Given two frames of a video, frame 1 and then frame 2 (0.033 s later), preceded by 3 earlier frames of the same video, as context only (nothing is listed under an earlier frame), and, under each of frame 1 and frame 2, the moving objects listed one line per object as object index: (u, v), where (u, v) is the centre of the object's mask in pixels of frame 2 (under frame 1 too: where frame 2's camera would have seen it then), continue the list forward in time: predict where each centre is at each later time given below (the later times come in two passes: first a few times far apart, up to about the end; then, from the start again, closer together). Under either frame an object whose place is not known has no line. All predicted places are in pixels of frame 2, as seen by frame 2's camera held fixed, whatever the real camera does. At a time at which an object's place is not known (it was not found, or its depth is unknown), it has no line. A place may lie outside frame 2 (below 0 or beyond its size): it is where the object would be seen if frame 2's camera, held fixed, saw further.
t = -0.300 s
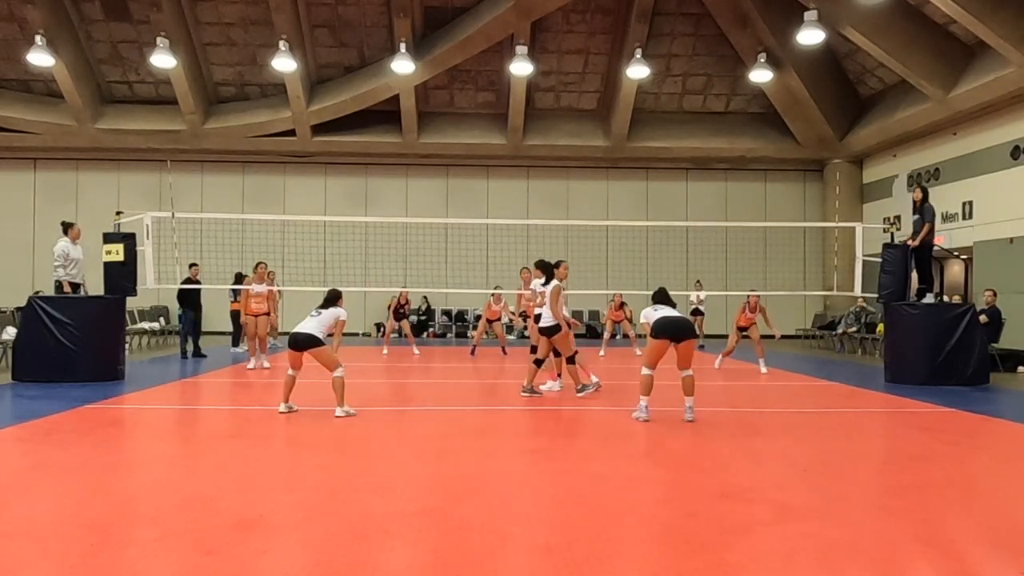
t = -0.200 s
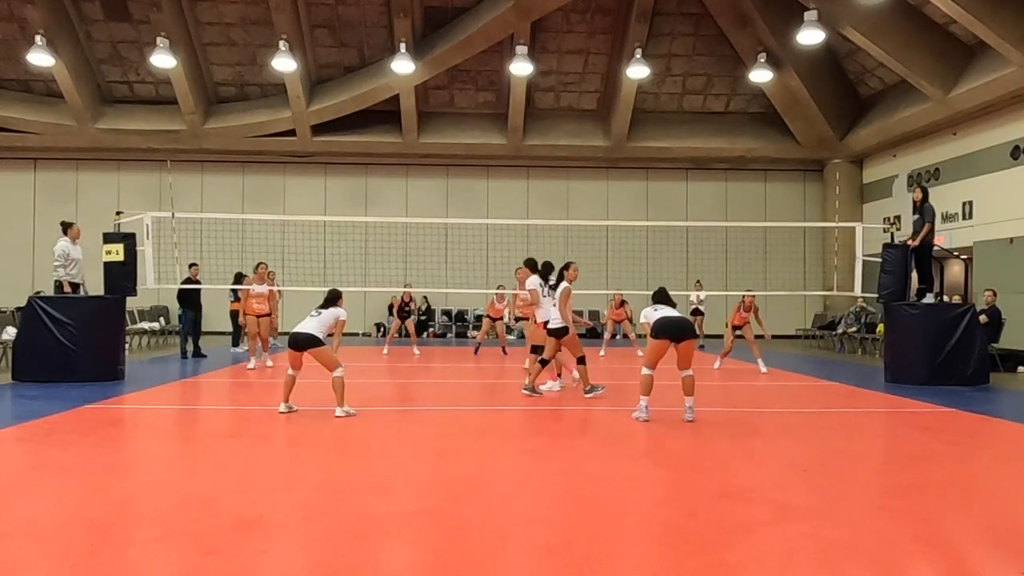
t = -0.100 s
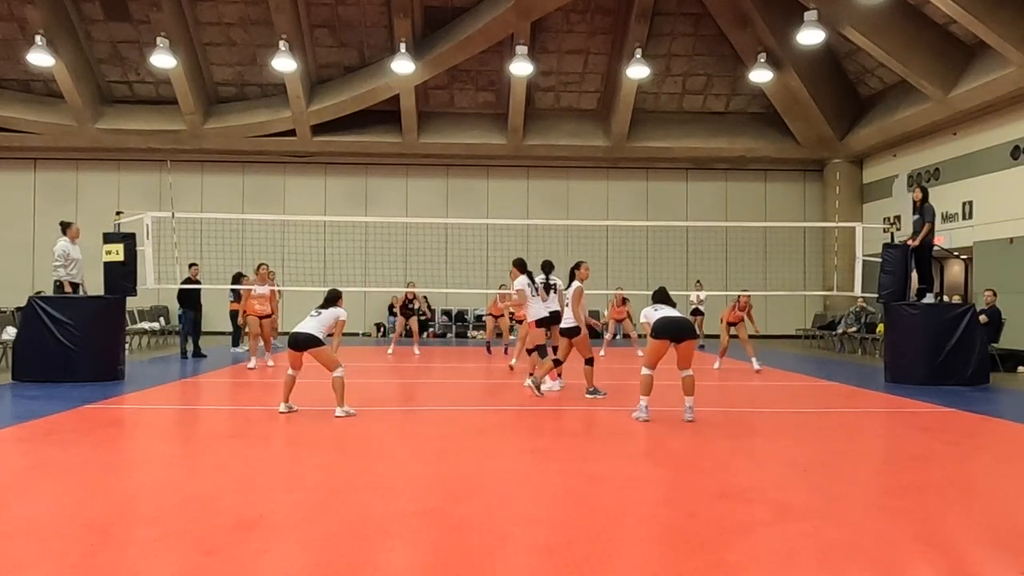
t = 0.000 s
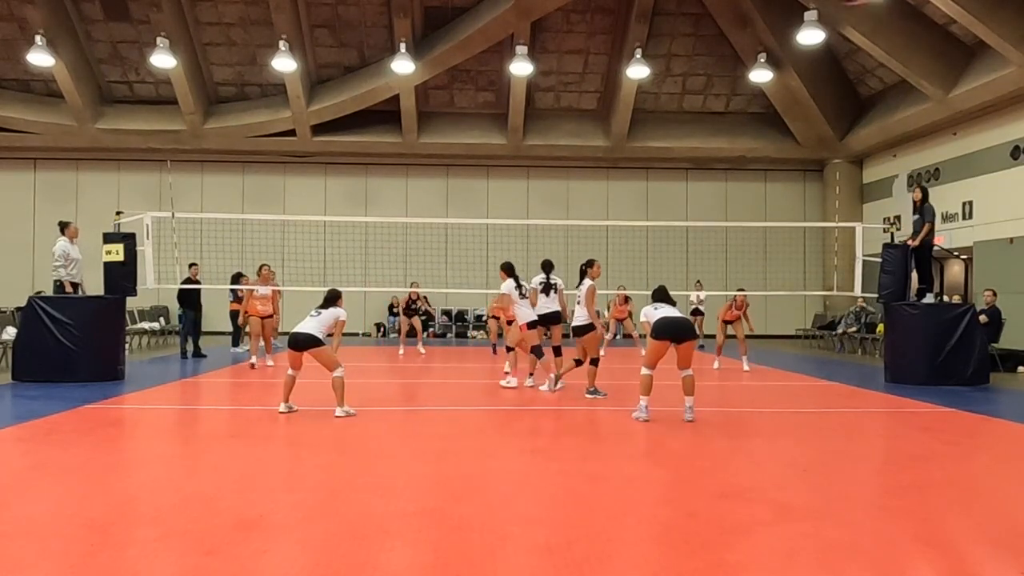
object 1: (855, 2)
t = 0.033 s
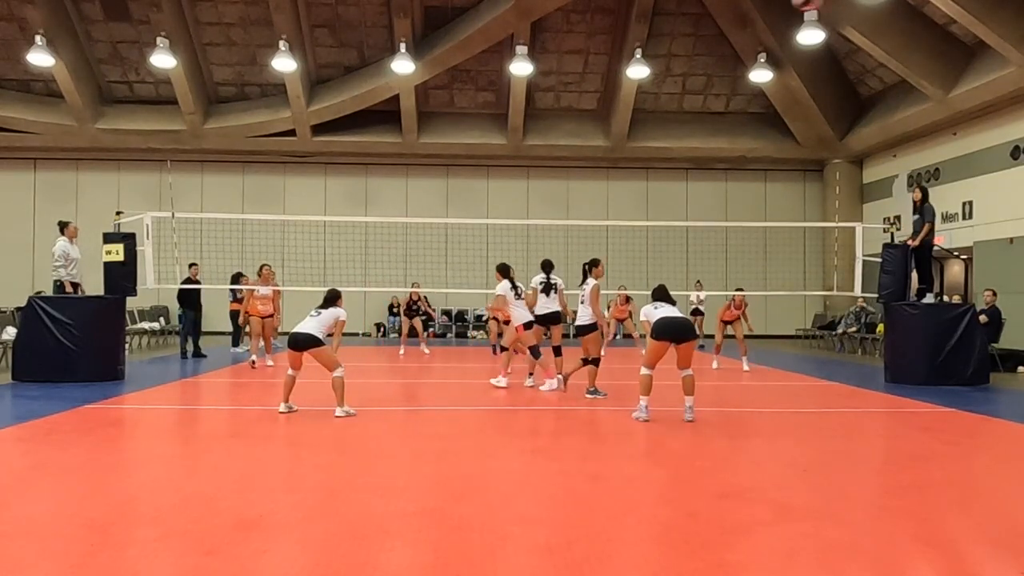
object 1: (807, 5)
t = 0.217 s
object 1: (640, 37)
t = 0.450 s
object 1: (530, 101)
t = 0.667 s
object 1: (470, 162)
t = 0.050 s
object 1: (787, 6)
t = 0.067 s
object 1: (768, 7)
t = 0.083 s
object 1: (751, 9)
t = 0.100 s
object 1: (733, 11)
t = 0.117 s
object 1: (717, 13)
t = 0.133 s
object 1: (702, 16)
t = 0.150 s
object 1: (689, 20)
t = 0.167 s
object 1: (676, 24)
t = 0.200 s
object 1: (651, 32)
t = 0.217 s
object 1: (640, 37)
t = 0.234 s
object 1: (629, 41)
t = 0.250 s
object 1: (619, 46)
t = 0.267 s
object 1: (610, 51)
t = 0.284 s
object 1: (600, 55)
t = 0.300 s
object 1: (592, 59)
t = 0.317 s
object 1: (584, 64)
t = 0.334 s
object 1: (575, 69)
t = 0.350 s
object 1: (569, 73)
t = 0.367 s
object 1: (561, 78)
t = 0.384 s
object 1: (554, 83)
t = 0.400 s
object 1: (548, 88)
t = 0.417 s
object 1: (541, 92)
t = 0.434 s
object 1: (536, 96)
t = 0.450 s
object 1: (530, 101)
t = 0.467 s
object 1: (525, 106)
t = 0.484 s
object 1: (519, 111)
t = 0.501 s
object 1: (514, 115)
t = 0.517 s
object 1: (509, 120)
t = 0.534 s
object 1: (504, 125)
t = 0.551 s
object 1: (500, 129)
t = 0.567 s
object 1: (495, 134)
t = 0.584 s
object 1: (490, 139)
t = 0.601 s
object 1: (486, 143)
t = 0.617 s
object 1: (482, 148)
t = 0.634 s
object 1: (478, 153)
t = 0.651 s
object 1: (474, 158)
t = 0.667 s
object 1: (470, 162)
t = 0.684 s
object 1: (466, 167)
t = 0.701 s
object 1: (462, 172)
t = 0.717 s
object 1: (459, 177)
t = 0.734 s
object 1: (455, 182)
